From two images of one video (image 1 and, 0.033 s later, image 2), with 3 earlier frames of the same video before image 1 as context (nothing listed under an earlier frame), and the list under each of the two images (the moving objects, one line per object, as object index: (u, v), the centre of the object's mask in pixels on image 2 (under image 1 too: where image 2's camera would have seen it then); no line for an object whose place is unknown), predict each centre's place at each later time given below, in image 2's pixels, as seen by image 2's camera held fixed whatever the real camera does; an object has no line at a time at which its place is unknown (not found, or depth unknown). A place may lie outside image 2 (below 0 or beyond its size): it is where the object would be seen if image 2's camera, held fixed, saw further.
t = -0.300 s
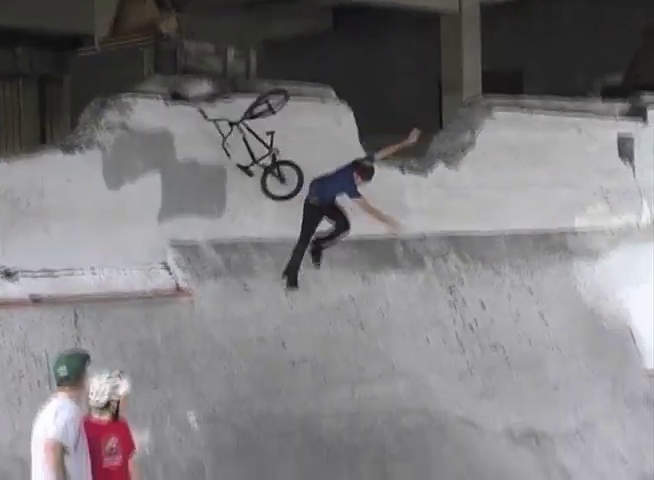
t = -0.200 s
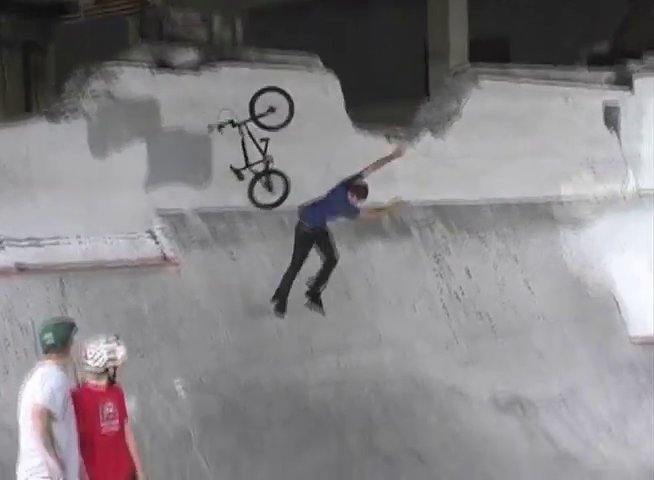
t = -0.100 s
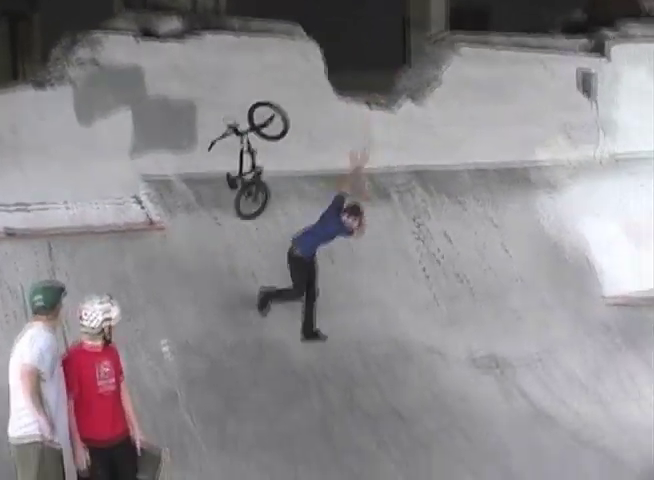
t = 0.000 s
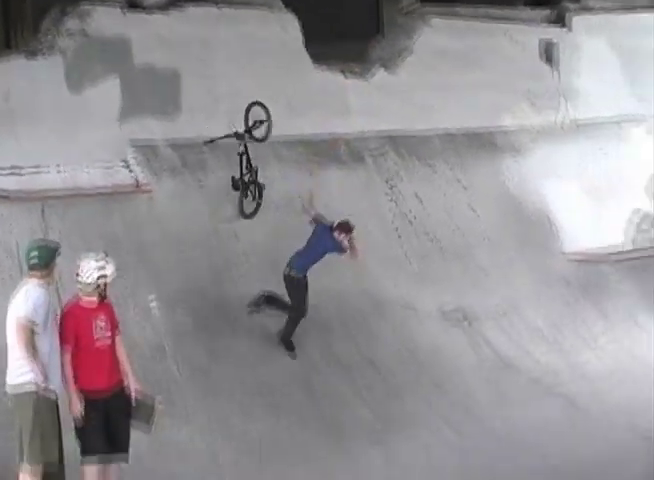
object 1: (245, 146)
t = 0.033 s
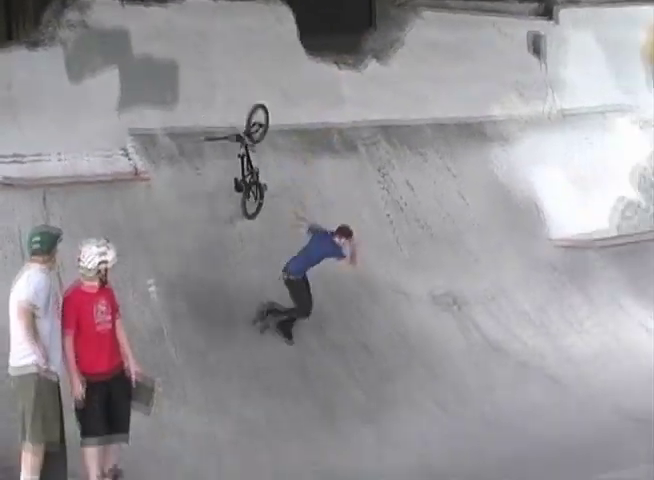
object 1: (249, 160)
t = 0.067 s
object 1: (254, 176)
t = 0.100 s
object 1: (260, 193)
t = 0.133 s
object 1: (264, 210)
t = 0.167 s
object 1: (270, 226)
